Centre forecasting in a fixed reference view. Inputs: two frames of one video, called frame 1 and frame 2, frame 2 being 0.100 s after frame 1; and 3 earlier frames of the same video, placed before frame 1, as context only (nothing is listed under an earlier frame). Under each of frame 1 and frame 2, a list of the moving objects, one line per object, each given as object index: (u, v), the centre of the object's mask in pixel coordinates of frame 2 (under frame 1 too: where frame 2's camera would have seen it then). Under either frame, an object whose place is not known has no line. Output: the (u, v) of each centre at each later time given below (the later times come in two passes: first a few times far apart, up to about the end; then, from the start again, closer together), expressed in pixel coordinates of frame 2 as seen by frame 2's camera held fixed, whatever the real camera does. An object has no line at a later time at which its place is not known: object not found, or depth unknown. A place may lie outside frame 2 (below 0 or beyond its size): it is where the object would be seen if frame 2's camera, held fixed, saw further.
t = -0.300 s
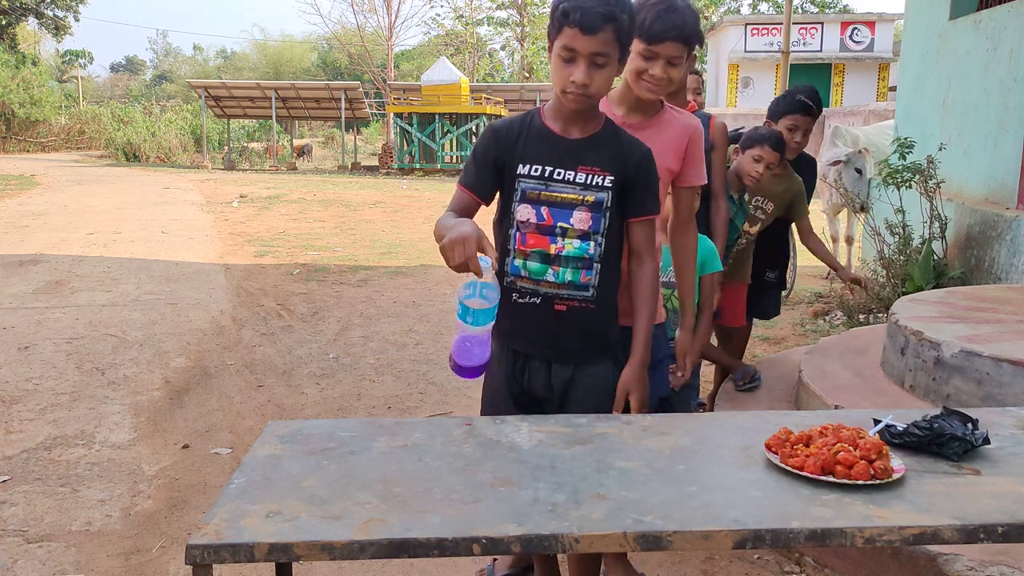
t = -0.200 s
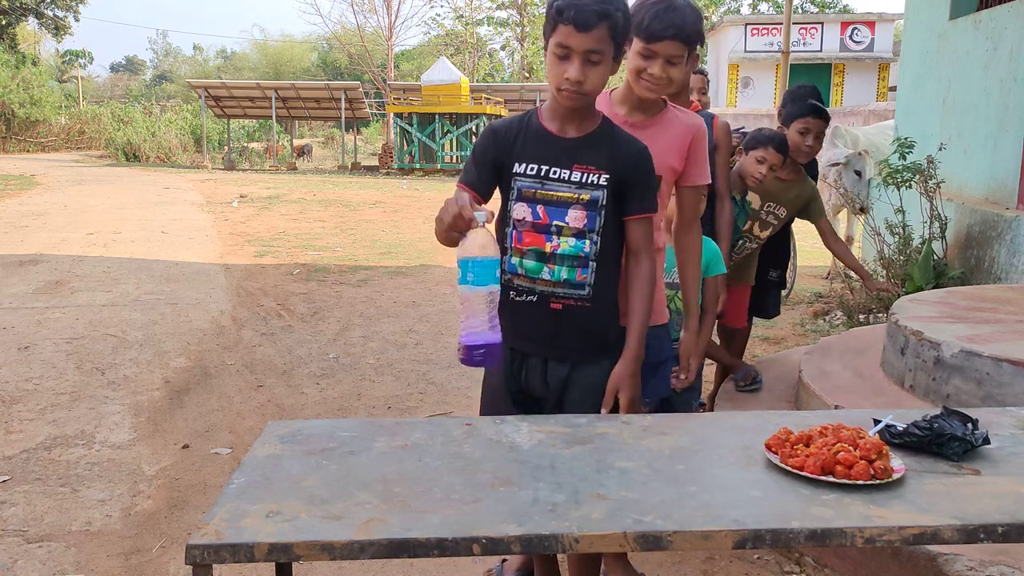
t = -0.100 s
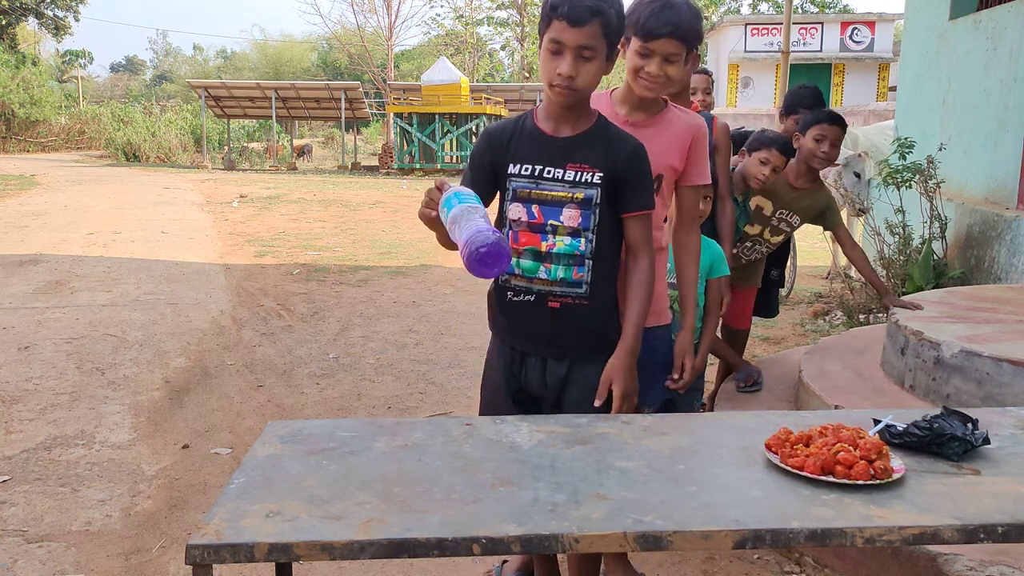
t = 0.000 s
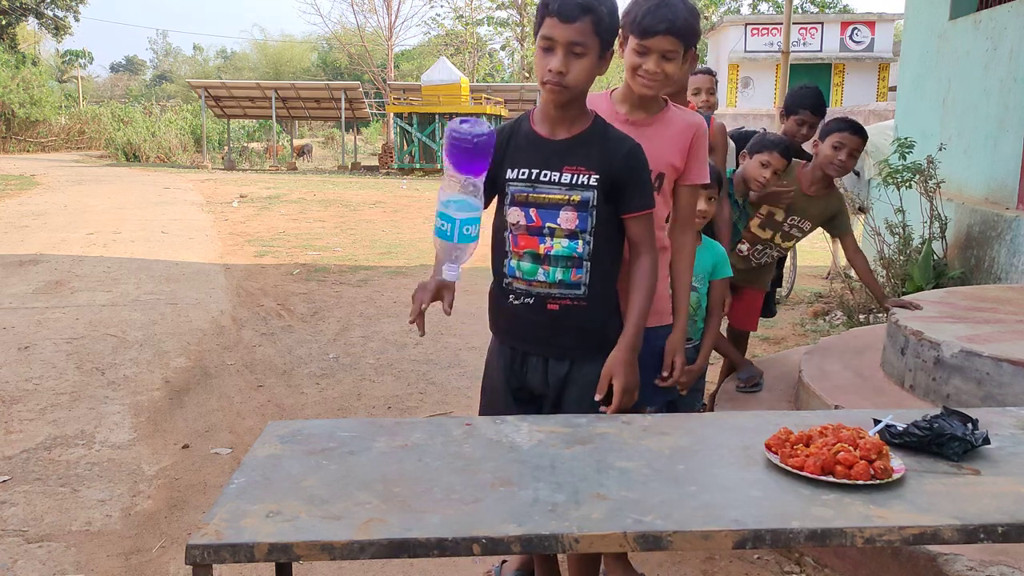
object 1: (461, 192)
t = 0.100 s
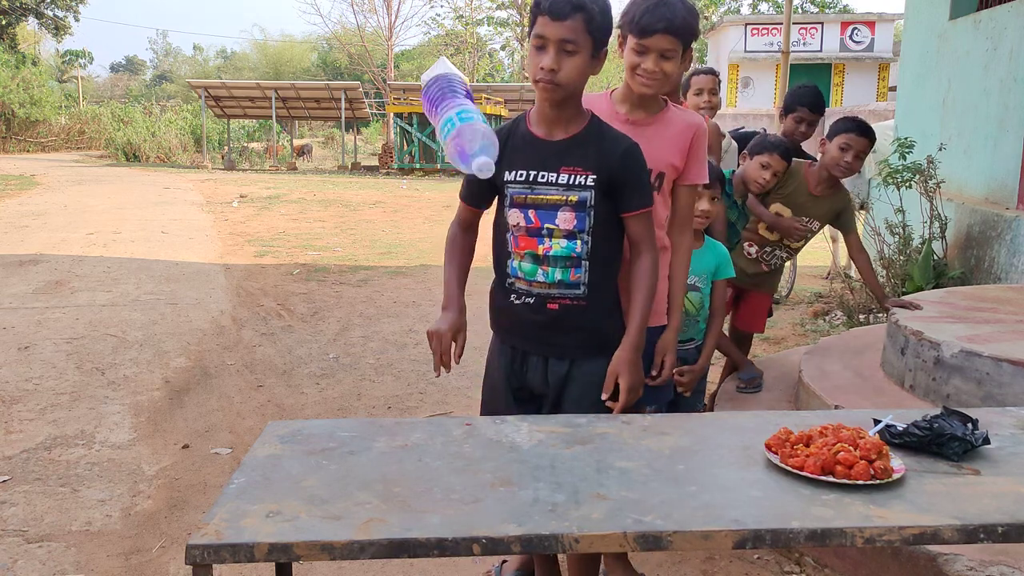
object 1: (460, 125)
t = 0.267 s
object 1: (425, 128)
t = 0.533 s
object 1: (379, 414)
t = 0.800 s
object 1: (351, 420)
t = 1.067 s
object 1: (326, 422)
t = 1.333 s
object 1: (304, 423)
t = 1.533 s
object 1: (286, 424)
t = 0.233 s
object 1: (433, 100)
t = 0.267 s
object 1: (425, 128)
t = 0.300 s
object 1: (418, 165)
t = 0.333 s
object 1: (411, 212)
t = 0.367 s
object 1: (405, 266)
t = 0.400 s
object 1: (400, 324)
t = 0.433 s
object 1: (395, 389)
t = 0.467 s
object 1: (390, 420)
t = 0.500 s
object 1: (384, 416)
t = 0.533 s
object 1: (379, 414)
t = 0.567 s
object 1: (376, 415)
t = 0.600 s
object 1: (374, 418)
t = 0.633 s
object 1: (371, 419)
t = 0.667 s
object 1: (367, 419)
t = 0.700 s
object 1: (361, 419)
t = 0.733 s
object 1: (357, 419)
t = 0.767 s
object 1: (354, 420)
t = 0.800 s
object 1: (351, 420)
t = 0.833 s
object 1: (348, 421)
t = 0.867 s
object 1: (346, 421)
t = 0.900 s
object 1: (344, 420)
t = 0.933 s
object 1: (342, 420)
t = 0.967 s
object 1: (338, 421)
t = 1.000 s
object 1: (333, 421)
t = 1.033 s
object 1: (329, 422)
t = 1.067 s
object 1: (326, 422)
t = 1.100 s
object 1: (325, 422)
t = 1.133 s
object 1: (324, 422)
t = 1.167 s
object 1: (322, 423)
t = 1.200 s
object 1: (319, 423)
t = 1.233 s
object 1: (313, 423)
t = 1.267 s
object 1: (309, 423)
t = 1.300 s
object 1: (306, 423)
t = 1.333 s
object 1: (304, 423)
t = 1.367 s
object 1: (303, 423)
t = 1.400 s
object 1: (301, 423)
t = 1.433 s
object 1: (297, 423)
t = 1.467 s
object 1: (293, 424)
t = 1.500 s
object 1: (289, 424)
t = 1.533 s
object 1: (286, 424)
